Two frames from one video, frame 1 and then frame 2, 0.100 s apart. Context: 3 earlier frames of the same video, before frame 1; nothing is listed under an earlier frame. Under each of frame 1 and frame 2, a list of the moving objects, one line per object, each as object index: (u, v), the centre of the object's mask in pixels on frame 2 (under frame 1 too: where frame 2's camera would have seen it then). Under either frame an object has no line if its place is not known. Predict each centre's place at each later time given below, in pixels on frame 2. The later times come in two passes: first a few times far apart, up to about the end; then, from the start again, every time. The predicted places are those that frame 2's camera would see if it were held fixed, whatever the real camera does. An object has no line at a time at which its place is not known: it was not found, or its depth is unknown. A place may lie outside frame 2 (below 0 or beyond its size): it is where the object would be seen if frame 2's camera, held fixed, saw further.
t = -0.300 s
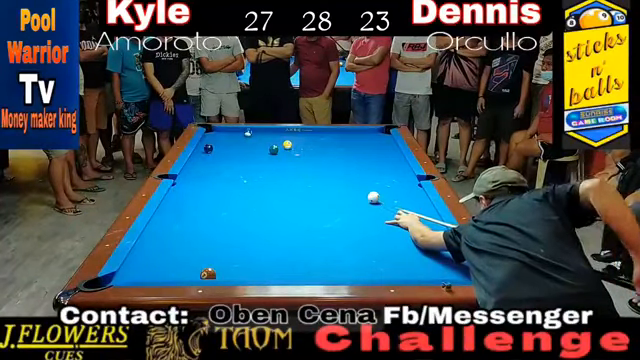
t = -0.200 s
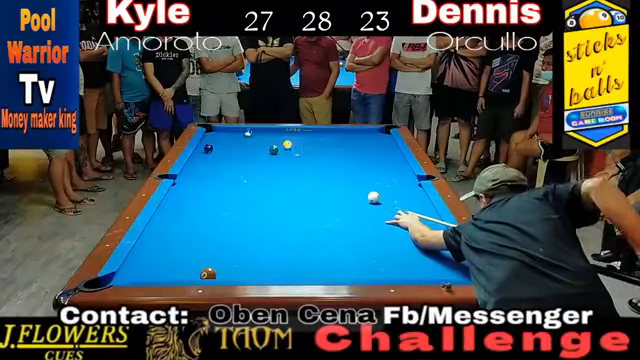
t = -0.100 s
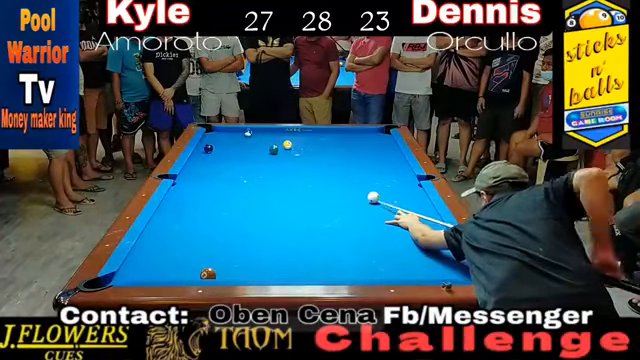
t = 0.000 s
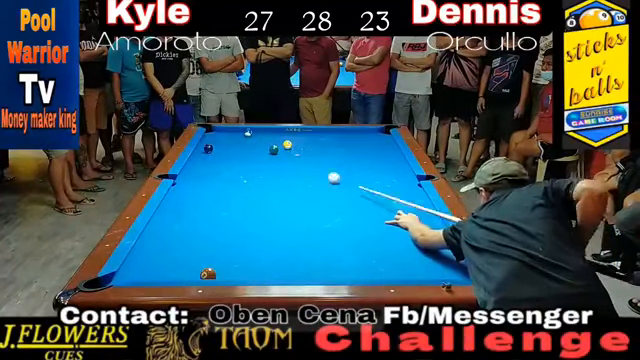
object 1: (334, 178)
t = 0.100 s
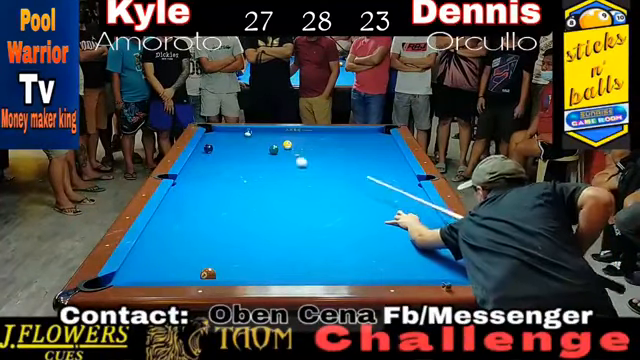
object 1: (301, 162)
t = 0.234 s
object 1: (281, 151)
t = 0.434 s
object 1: (296, 151)
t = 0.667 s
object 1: (313, 152)
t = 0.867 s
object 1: (328, 153)
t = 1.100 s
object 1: (344, 155)
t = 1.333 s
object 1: (360, 156)
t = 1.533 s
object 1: (373, 158)
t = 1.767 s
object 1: (388, 159)
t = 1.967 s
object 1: (401, 160)
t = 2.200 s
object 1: (397, 162)
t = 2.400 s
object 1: (392, 163)
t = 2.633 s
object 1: (387, 165)
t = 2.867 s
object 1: (382, 166)
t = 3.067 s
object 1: (379, 167)
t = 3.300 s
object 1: (374, 168)
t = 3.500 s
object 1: (371, 169)
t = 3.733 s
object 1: (367, 170)
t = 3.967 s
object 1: (365, 170)
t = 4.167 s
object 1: (363, 171)
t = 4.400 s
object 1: (361, 172)
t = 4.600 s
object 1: (359, 172)
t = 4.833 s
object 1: (358, 172)
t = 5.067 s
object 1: (357, 172)
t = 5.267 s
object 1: (357, 172)
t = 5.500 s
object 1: (357, 172)
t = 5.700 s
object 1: (357, 172)
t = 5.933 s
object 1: (357, 172)
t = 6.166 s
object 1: (357, 172)
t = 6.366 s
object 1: (357, 172)
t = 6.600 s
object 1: (357, 172)
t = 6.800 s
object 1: (357, 172)
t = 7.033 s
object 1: (357, 172)
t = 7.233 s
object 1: (357, 172)
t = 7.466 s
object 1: (357, 172)
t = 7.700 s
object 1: (357, 172)
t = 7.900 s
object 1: (358, 172)
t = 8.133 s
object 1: (357, 172)
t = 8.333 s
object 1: (357, 172)
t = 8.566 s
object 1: (357, 172)
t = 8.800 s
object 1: (357, 172)
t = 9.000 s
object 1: (357, 172)
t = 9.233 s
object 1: (357, 172)
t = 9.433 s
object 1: (357, 172)
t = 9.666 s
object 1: (357, 172)
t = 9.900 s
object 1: (357, 172)
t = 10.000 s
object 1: (357, 172)
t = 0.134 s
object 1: (292, 157)
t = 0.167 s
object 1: (283, 154)
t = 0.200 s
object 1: (279, 151)
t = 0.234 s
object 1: (281, 151)
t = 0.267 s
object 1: (284, 151)
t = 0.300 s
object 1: (286, 151)
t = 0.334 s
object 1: (288, 150)
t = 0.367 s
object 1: (291, 150)
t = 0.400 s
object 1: (294, 150)
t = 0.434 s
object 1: (296, 151)
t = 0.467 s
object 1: (298, 151)
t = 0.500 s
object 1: (301, 151)
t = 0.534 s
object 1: (303, 151)
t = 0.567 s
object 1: (306, 152)
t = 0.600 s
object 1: (309, 152)
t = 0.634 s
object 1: (311, 152)
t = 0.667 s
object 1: (313, 152)
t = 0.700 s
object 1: (316, 152)
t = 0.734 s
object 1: (318, 153)
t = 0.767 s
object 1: (321, 153)
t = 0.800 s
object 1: (323, 153)
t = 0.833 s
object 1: (326, 153)
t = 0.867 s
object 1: (328, 153)
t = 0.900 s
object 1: (330, 153)
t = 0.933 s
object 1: (333, 154)
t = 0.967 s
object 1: (335, 154)
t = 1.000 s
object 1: (337, 154)
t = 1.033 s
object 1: (340, 154)
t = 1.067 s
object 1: (342, 155)
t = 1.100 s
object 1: (344, 155)
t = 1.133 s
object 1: (347, 155)
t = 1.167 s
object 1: (349, 155)
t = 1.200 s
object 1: (351, 156)
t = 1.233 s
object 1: (354, 156)
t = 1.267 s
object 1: (356, 156)
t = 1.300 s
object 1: (358, 156)
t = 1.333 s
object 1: (360, 156)
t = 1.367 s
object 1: (363, 157)
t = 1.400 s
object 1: (365, 157)
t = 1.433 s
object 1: (367, 157)
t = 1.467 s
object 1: (369, 157)
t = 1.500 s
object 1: (371, 157)
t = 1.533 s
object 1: (373, 158)
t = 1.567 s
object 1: (376, 158)
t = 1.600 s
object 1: (378, 158)
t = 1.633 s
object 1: (380, 158)
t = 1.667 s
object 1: (382, 159)
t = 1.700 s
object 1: (384, 159)
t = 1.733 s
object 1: (386, 159)
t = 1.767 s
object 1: (388, 159)
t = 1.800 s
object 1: (391, 159)
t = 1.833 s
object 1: (393, 159)
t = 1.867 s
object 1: (394, 160)
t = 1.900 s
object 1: (397, 160)
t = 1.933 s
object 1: (398, 160)
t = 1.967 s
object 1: (401, 160)
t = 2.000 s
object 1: (402, 161)
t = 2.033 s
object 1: (401, 161)
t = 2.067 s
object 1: (401, 161)
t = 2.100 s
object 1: (400, 161)
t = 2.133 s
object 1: (399, 162)
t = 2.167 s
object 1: (398, 162)
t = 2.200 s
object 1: (397, 162)
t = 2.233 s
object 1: (396, 162)
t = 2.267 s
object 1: (395, 162)
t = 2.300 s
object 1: (395, 163)
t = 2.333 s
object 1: (394, 163)
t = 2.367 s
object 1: (393, 163)
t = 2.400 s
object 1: (392, 163)
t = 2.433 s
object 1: (391, 164)
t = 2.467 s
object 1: (391, 164)
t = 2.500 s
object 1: (390, 164)
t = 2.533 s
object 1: (389, 164)
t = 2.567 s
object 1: (389, 164)
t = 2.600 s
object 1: (388, 165)
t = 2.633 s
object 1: (387, 165)
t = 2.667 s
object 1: (387, 165)
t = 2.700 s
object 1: (386, 165)
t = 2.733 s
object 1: (385, 165)
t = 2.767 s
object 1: (385, 165)
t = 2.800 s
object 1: (384, 166)
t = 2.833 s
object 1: (383, 166)
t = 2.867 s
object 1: (382, 166)
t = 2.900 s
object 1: (382, 166)
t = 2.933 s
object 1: (381, 166)
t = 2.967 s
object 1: (381, 167)
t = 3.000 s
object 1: (380, 167)
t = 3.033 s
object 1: (379, 167)
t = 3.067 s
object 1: (379, 167)
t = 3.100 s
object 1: (378, 167)
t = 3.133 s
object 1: (377, 168)
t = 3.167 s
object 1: (377, 167)
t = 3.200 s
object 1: (376, 168)
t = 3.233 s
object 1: (376, 168)
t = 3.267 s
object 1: (375, 168)
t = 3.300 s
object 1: (374, 168)
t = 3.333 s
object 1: (374, 168)
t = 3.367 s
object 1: (373, 168)
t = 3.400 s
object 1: (373, 169)
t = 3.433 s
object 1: (372, 169)
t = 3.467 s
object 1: (372, 169)
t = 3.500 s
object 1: (371, 169)
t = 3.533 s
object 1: (370, 169)
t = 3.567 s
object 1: (370, 169)
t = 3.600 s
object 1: (369, 169)
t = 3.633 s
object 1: (369, 169)
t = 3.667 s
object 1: (369, 169)
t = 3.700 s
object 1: (368, 170)
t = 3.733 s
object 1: (367, 170)
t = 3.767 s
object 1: (367, 170)
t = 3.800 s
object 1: (367, 170)
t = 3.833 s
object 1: (366, 170)
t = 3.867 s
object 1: (366, 170)
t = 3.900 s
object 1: (365, 170)
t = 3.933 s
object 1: (365, 170)
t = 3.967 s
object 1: (365, 170)
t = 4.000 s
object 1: (364, 171)
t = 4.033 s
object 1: (364, 171)
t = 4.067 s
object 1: (363, 171)
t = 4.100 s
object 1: (363, 171)
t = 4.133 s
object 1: (363, 171)
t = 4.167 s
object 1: (363, 171)
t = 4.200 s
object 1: (362, 171)
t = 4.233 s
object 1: (362, 171)
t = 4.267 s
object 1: (362, 171)
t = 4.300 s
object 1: (362, 171)
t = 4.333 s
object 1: (361, 171)
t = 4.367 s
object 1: (361, 171)
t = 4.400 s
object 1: (361, 172)
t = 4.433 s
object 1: (361, 172)
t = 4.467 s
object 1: (360, 172)
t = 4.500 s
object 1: (360, 172)
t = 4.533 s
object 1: (360, 172)
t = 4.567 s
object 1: (359, 172)
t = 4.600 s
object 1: (359, 172)
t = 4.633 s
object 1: (359, 172)
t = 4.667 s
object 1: (359, 172)
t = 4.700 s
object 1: (359, 172)
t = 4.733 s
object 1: (359, 172)
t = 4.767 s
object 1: (358, 172)
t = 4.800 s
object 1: (358, 172)
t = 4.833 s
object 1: (358, 172)
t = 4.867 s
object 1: (358, 172)
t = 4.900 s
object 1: (358, 172)
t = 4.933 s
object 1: (358, 172)
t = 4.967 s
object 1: (358, 172)
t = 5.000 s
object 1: (358, 172)
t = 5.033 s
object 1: (357, 172)
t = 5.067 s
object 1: (357, 172)
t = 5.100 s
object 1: (357, 172)
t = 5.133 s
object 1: (357, 172)
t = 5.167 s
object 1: (357, 172)
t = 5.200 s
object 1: (357, 172)
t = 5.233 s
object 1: (357, 172)
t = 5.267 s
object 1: (357, 172)
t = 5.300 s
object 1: (357, 172)
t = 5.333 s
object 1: (357, 172)
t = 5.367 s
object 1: (357, 172)
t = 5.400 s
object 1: (357, 172)
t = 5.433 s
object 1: (357, 172)
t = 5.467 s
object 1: (357, 172)
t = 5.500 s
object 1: (357, 172)
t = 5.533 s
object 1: (357, 172)
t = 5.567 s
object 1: (357, 172)
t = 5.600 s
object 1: (357, 172)
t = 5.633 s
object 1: (357, 172)
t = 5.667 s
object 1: (357, 172)
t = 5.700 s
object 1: (357, 172)
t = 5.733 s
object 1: (357, 172)
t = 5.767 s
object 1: (357, 172)
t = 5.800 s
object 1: (357, 172)
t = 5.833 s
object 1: (357, 172)
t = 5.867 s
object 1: (357, 172)
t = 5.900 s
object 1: (357, 172)
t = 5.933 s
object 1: (357, 172)
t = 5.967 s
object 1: (357, 172)
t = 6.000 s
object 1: (357, 172)
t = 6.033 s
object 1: (357, 172)
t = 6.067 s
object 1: (357, 172)
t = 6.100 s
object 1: (357, 172)
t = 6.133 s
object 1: (357, 172)
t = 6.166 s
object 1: (357, 172)
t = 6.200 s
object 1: (357, 172)
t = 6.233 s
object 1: (357, 172)
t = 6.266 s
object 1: (357, 172)
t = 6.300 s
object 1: (357, 172)
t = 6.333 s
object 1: (357, 172)
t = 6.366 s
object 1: (357, 172)
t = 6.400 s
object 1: (357, 172)
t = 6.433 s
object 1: (357, 172)
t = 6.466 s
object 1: (357, 172)
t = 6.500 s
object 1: (357, 172)
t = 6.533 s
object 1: (357, 172)
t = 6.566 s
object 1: (357, 172)
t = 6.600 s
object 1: (357, 172)
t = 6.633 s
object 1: (357, 172)
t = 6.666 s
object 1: (357, 172)
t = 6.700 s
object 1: (357, 172)
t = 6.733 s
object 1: (357, 172)
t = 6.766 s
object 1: (357, 172)
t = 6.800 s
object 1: (357, 172)
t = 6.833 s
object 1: (357, 172)
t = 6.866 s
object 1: (357, 172)
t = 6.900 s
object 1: (357, 172)
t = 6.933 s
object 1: (357, 172)
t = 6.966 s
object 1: (357, 172)
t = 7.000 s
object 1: (357, 172)
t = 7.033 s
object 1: (357, 172)
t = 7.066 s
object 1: (358, 172)
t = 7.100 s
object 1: (358, 172)
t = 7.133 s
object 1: (358, 172)
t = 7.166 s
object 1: (358, 172)
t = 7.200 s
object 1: (358, 172)
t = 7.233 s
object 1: (357, 172)
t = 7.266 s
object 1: (357, 172)
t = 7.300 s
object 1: (357, 172)
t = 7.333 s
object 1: (357, 172)
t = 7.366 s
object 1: (357, 172)
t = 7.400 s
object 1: (357, 172)
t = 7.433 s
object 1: (357, 172)
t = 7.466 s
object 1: (357, 172)
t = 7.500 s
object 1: (357, 172)
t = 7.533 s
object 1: (357, 172)
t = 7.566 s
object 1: (357, 172)
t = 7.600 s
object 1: (357, 172)
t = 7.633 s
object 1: (357, 172)
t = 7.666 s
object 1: (357, 172)
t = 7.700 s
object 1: (357, 172)
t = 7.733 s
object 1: (357, 172)
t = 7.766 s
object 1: (357, 172)
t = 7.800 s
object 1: (357, 172)
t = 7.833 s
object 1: (357, 172)
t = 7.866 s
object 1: (357, 172)
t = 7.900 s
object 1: (358, 172)
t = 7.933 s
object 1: (358, 172)
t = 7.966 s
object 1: (358, 172)
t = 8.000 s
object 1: (357, 172)
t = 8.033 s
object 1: (357, 172)
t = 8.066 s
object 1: (357, 172)
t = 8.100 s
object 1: (357, 172)
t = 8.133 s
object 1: (357, 172)
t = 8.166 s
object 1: (357, 172)
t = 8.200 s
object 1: (357, 172)
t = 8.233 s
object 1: (357, 172)
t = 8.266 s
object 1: (357, 172)
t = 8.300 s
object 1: (357, 172)
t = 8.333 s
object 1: (357, 172)
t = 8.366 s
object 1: (357, 172)
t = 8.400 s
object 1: (357, 172)
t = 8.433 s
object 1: (357, 172)
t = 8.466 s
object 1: (357, 172)
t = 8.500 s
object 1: (357, 172)
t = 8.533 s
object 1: (357, 172)
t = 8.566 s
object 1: (357, 172)
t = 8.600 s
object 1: (357, 172)
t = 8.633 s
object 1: (357, 172)
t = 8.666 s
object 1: (357, 172)
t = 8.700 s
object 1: (357, 172)
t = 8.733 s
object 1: (357, 172)
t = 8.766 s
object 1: (357, 172)
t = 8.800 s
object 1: (357, 172)
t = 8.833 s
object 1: (357, 172)
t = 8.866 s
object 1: (357, 172)
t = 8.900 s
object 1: (357, 172)
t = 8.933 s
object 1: (357, 172)
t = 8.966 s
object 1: (357, 172)
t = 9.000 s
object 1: (357, 172)
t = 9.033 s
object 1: (357, 172)
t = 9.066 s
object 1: (357, 172)
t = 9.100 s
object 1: (357, 172)
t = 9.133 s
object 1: (357, 172)
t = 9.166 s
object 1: (357, 172)
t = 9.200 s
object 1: (357, 172)
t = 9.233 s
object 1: (357, 172)
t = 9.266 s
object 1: (357, 172)
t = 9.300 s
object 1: (357, 172)
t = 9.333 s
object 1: (357, 172)
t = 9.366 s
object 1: (357, 172)
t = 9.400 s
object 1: (357, 172)
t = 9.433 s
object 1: (357, 172)
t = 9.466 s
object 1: (357, 172)
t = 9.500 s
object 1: (357, 172)
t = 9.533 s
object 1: (357, 172)
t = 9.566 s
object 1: (357, 172)
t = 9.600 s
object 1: (357, 172)
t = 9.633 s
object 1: (357, 172)
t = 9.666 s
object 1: (357, 172)
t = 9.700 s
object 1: (357, 172)
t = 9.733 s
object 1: (357, 172)
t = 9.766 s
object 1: (357, 172)
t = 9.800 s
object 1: (357, 172)
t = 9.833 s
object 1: (357, 172)
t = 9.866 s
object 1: (357, 172)
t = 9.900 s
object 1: (357, 172)
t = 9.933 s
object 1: (357, 172)
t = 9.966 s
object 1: (357, 172)
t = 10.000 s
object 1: (357, 172)
